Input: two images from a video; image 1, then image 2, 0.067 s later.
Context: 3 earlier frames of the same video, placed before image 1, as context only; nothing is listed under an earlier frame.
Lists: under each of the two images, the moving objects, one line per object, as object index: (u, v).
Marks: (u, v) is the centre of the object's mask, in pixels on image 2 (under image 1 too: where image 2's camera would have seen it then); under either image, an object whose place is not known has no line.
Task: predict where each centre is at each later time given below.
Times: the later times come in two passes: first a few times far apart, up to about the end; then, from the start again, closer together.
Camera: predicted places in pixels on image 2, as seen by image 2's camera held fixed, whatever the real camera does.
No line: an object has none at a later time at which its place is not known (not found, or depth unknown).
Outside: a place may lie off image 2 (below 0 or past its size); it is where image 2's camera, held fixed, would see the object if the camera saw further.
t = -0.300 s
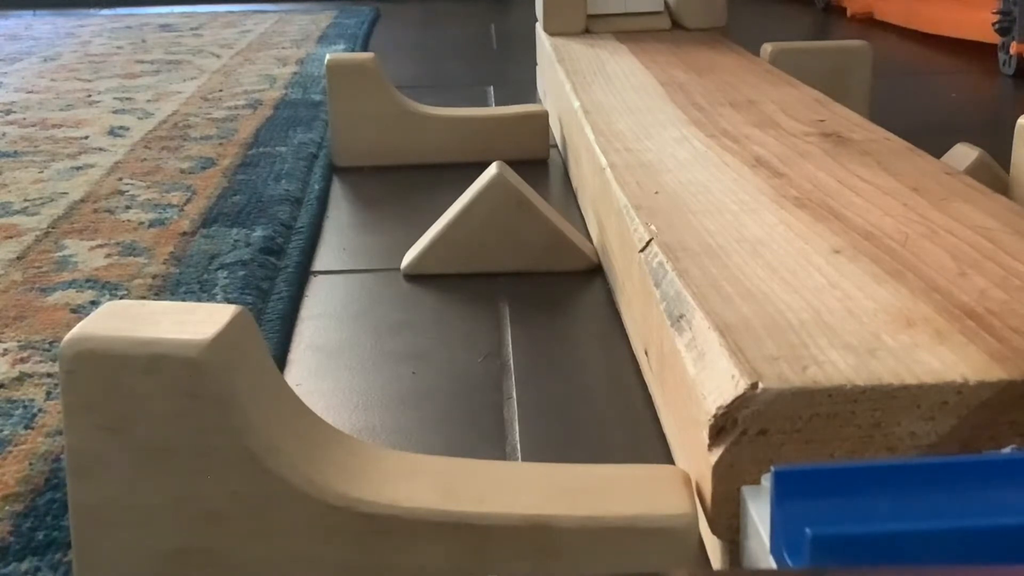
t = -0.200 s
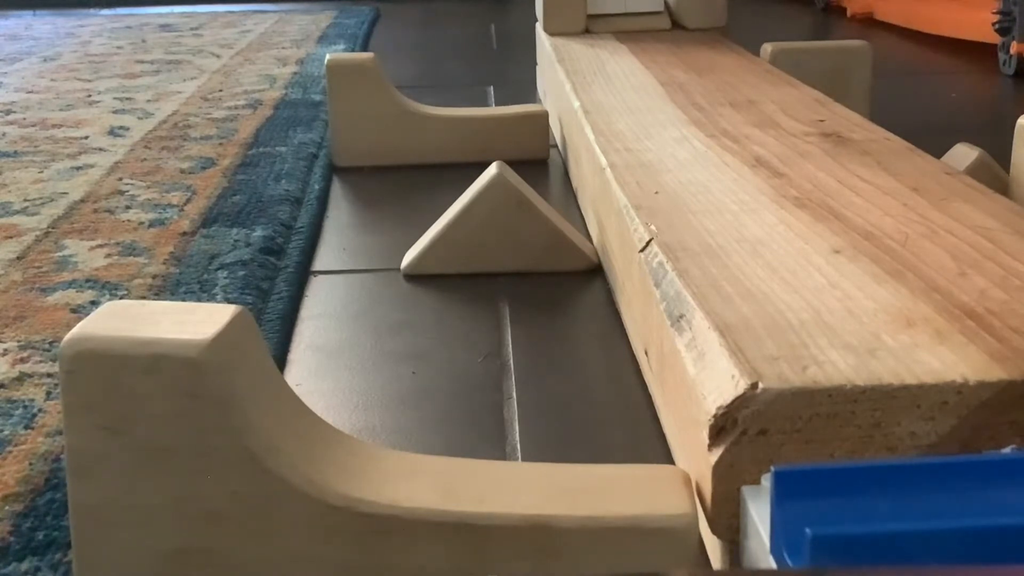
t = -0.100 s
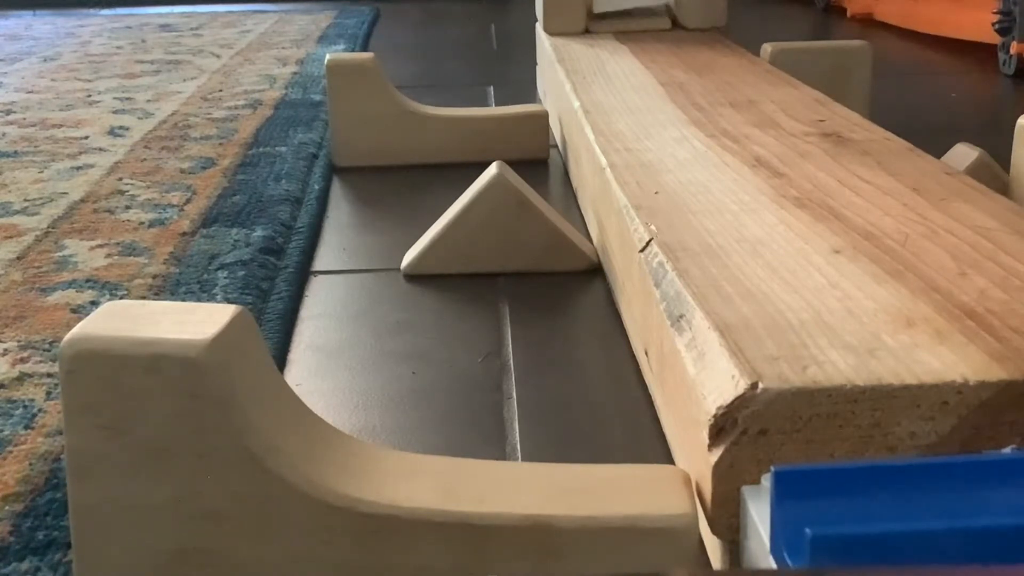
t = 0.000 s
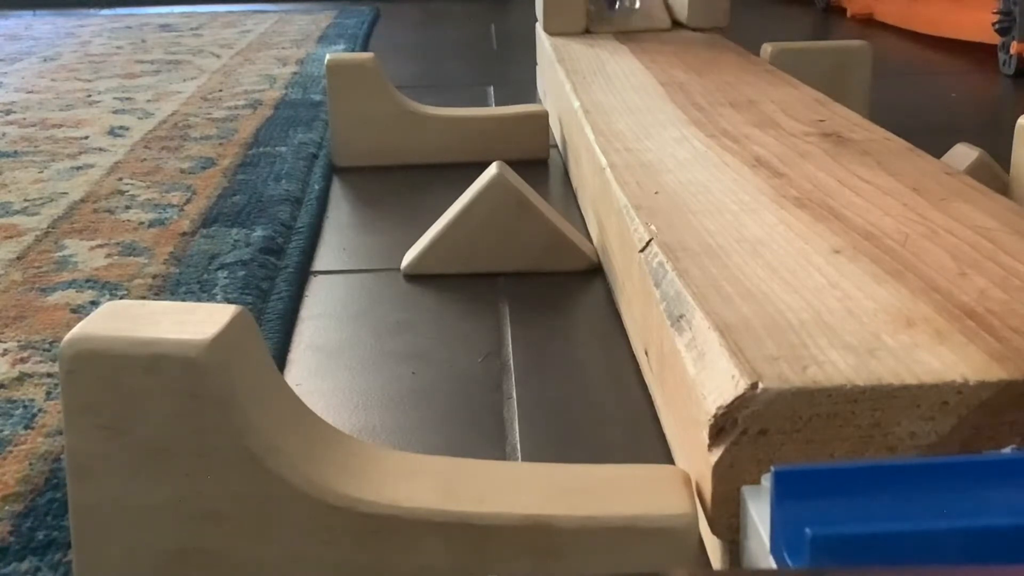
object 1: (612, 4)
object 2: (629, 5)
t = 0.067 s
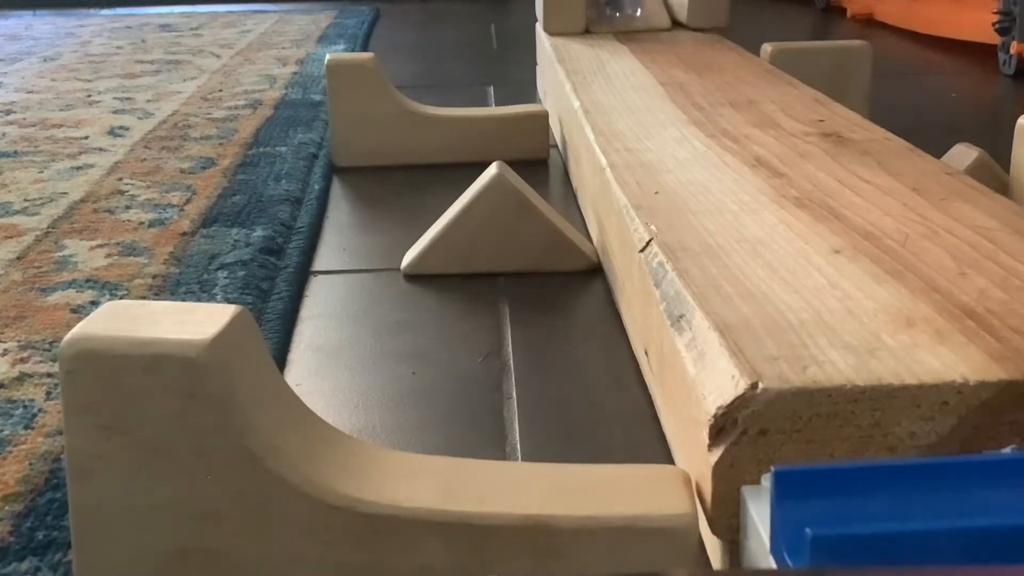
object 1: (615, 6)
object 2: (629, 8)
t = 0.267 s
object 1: (622, 29)
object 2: (646, 29)
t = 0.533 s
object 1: (636, 45)
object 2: (665, 46)
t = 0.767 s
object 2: (686, 64)
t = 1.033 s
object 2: (712, 90)
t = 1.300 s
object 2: (739, 125)
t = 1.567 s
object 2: (769, 171)
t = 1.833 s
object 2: (792, 237)
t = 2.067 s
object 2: (828, 317)
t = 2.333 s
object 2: (829, 450)
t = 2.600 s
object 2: (827, 453)
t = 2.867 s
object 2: (827, 453)
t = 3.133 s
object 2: (827, 452)
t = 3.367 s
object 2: (827, 453)
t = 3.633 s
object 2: (827, 453)
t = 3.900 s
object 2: (827, 453)
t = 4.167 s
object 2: (827, 453)
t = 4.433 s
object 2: (827, 453)
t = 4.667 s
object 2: (827, 453)
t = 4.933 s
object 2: (827, 453)
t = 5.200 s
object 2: (827, 453)
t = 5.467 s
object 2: (827, 453)
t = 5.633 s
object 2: (827, 453)
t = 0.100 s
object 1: (615, 12)
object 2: (634, 13)
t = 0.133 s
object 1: (617, 17)
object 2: (635, 19)
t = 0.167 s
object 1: (619, 21)
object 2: (639, 22)
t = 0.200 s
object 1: (620, 25)
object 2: (641, 24)
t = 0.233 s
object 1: (621, 27)
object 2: (644, 27)
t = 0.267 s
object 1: (622, 29)
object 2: (646, 29)
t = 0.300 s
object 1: (624, 31)
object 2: (647, 31)
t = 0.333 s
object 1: (626, 34)
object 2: (651, 33)
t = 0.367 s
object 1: (628, 35)
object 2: (653, 35)
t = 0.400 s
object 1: (630, 37)
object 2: (654, 37)
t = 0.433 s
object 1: (632, 39)
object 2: (658, 39)
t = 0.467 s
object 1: (634, 41)
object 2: (660, 42)
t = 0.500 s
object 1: (635, 44)
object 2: (662, 44)
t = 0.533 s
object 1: (636, 45)
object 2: (665, 46)
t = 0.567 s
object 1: (638, 47)
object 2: (667, 50)
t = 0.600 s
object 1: (639, 50)
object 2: (671, 51)
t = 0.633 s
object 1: (640, 52)
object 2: (673, 54)
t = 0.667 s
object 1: (641, 55)
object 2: (676, 57)
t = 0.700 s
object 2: (679, 60)
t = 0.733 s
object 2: (682, 62)
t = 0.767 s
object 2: (686, 64)
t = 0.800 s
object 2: (689, 67)
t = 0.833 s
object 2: (692, 71)
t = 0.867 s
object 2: (695, 74)
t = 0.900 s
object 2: (699, 77)
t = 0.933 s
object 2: (702, 80)
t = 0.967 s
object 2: (706, 83)
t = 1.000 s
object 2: (709, 87)
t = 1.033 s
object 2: (712, 90)
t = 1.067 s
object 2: (716, 94)
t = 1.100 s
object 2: (718, 99)
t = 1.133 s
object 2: (722, 103)
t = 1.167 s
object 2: (725, 107)
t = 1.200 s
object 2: (728, 111)
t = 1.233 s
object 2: (731, 115)
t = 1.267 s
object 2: (735, 120)
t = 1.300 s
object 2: (739, 125)
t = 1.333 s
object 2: (742, 129)
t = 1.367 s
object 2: (746, 135)
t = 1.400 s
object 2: (751, 140)
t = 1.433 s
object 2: (755, 146)
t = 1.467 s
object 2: (759, 152)
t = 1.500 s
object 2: (762, 158)
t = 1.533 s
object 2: (766, 164)
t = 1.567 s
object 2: (769, 171)
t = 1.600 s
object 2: (772, 178)
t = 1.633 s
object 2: (775, 186)
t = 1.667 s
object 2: (779, 194)
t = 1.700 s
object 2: (781, 201)
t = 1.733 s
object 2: (784, 209)
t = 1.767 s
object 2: (786, 218)
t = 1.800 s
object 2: (789, 228)
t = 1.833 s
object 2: (792, 237)
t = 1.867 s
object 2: (796, 247)
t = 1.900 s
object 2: (799, 257)
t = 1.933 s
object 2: (804, 268)
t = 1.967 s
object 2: (809, 280)
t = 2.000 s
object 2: (815, 291)
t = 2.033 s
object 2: (821, 304)
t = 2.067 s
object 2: (828, 317)
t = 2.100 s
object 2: (836, 331)
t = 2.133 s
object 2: (845, 345)
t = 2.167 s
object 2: (854, 367)
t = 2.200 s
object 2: (861, 423)
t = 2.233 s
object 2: (857, 445)
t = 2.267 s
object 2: (849, 450)
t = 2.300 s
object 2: (833, 451)
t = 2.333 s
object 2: (829, 450)
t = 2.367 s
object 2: (828, 452)
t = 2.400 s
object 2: (827, 452)
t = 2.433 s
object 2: (827, 452)
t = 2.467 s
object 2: (827, 452)
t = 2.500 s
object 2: (827, 453)
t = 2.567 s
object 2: (827, 453)
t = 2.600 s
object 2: (827, 453)
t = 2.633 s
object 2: (827, 453)
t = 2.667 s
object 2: (827, 453)
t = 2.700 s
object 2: (827, 453)
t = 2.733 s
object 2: (827, 453)
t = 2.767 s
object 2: (827, 453)
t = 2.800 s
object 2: (827, 453)
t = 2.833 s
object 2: (827, 453)
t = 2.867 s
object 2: (827, 453)
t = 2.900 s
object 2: (827, 453)
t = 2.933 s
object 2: (827, 453)
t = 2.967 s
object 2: (827, 453)
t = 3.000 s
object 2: (827, 453)
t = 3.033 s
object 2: (827, 453)
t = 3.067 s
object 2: (827, 453)
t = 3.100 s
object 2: (827, 452)
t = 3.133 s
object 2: (827, 452)
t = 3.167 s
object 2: (827, 453)
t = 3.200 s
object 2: (827, 452)
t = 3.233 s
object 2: (827, 453)
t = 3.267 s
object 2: (827, 452)
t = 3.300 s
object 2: (827, 453)
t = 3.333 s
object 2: (827, 452)
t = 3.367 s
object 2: (827, 453)
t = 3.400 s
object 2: (827, 452)
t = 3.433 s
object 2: (827, 453)
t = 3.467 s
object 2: (827, 453)
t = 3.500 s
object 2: (827, 453)
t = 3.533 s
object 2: (827, 453)
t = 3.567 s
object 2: (827, 453)
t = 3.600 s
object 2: (827, 453)
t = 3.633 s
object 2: (827, 453)
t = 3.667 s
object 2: (827, 452)
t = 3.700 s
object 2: (827, 453)
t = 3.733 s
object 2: (827, 453)
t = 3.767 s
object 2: (827, 453)
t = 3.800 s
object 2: (827, 453)
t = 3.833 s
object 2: (827, 453)
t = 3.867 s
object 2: (827, 453)
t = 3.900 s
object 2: (827, 453)
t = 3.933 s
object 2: (827, 453)
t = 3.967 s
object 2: (827, 453)
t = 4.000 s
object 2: (827, 453)
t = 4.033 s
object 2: (827, 453)
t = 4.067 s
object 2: (827, 453)
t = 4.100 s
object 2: (827, 453)
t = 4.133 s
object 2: (827, 453)
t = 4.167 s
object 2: (827, 453)
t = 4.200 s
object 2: (827, 453)
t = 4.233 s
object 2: (827, 453)
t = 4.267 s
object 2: (827, 453)
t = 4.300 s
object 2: (827, 453)
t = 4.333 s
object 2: (827, 453)
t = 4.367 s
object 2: (827, 453)
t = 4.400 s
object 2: (827, 453)
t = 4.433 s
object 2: (827, 453)
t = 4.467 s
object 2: (827, 453)
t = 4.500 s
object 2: (827, 453)
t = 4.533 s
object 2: (827, 453)
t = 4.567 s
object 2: (827, 453)
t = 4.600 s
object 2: (827, 453)
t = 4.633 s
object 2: (827, 453)
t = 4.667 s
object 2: (827, 453)
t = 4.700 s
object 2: (827, 453)
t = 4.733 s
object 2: (827, 453)
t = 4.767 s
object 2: (827, 453)
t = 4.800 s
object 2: (827, 453)
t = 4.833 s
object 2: (827, 453)
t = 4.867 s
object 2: (827, 453)
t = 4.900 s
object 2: (827, 453)
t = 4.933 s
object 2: (827, 453)
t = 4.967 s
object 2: (827, 453)
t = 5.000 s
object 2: (827, 453)
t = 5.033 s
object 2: (827, 453)
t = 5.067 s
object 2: (827, 453)
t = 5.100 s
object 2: (827, 453)
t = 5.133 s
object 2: (827, 453)
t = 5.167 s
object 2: (827, 453)
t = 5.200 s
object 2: (827, 453)
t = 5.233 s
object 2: (827, 453)
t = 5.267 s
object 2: (827, 453)
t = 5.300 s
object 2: (827, 453)
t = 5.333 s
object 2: (827, 453)
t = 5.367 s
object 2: (827, 453)
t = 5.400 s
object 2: (827, 453)
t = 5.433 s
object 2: (827, 453)
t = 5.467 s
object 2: (827, 453)
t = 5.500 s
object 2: (827, 453)
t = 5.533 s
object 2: (827, 453)
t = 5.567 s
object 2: (827, 453)
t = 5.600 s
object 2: (827, 453)
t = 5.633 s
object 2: (827, 453)
